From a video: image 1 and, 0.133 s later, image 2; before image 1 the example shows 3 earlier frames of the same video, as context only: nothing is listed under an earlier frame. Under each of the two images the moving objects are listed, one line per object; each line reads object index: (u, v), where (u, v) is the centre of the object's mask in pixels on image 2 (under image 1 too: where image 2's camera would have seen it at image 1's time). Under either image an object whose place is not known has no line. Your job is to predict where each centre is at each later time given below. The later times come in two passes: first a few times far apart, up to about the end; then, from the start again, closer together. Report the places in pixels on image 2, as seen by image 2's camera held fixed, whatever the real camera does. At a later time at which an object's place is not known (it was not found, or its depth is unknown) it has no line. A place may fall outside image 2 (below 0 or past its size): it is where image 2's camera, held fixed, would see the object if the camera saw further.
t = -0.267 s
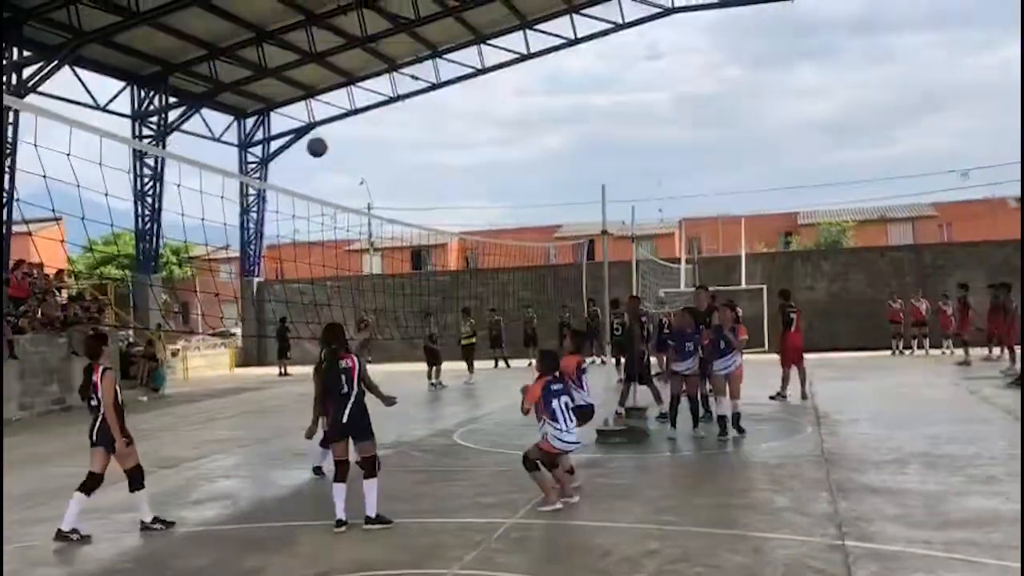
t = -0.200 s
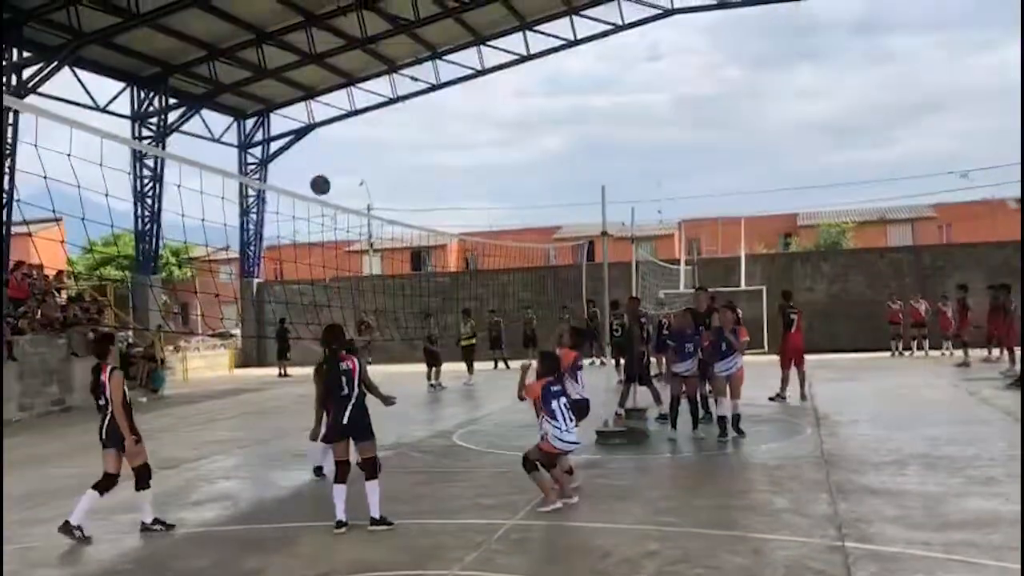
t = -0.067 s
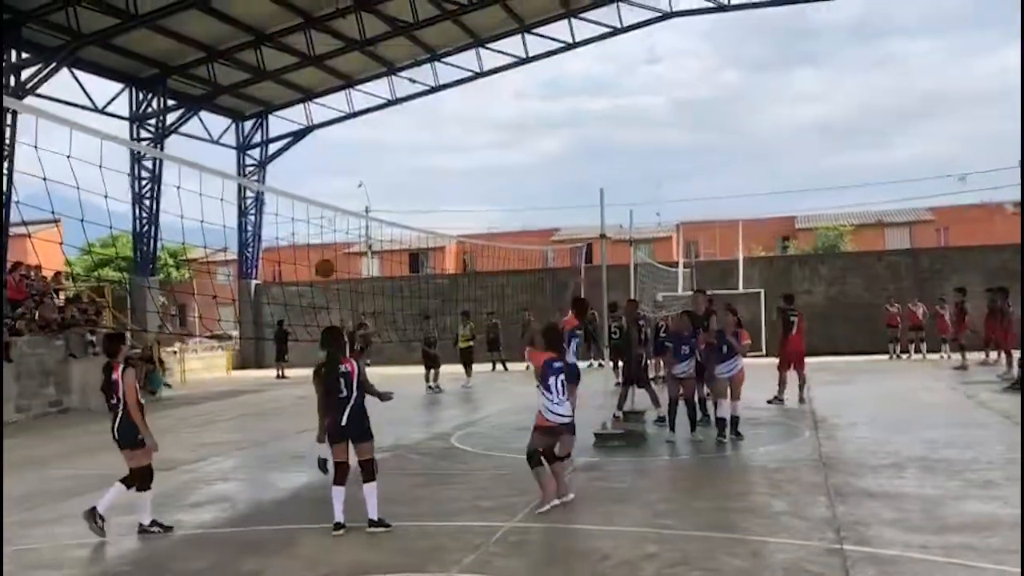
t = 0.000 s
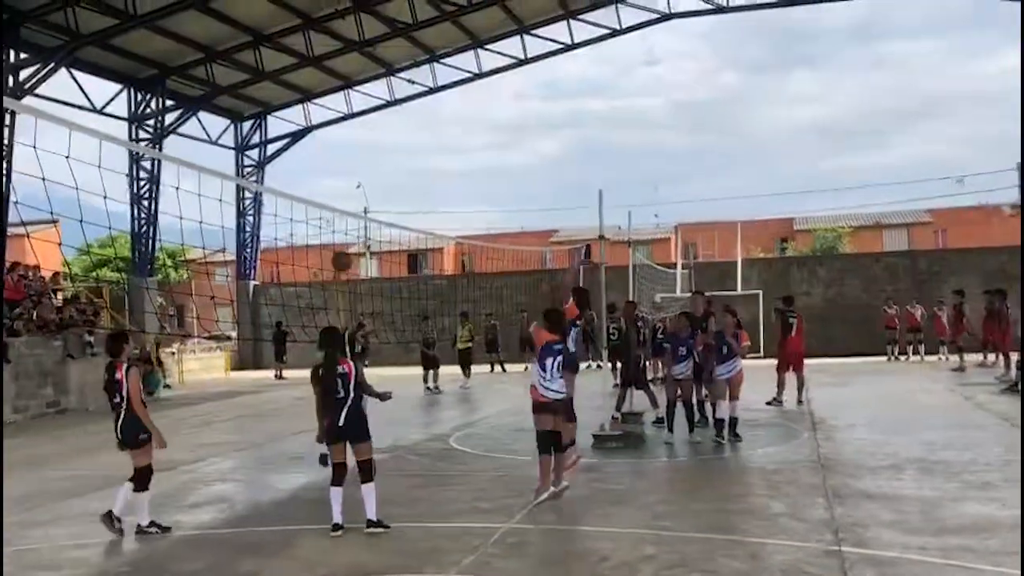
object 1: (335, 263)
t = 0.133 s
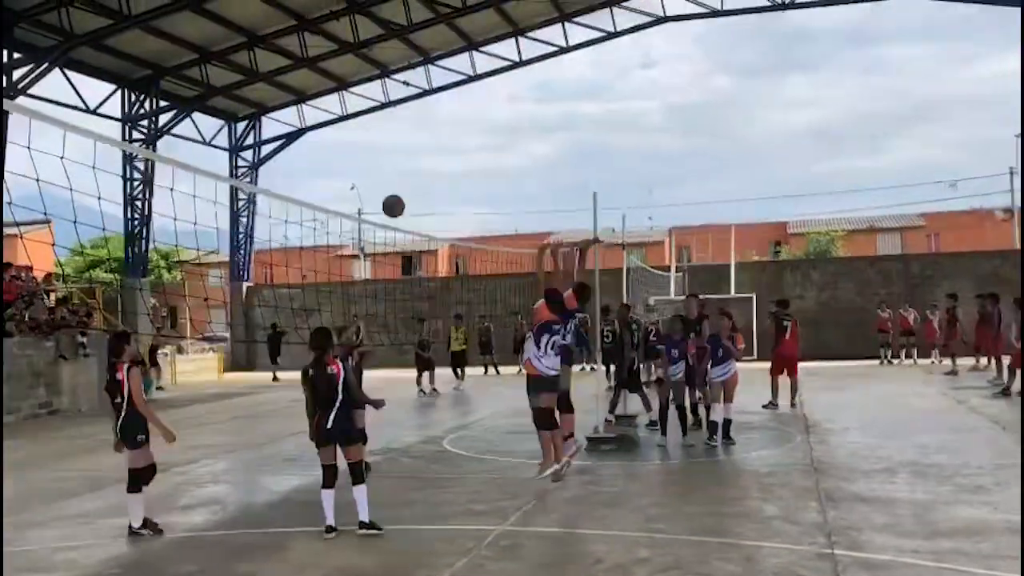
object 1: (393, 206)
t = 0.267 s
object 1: (464, 159)
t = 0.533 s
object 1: (665, 108)
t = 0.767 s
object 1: (963, 164)
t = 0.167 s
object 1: (409, 194)
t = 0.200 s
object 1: (426, 181)
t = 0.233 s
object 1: (445, 170)
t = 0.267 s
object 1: (464, 159)
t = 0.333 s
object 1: (505, 139)
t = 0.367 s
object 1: (527, 131)
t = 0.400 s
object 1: (551, 124)
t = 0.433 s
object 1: (577, 118)
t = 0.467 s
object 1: (605, 113)
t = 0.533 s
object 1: (665, 108)
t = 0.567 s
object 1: (699, 107)
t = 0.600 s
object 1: (735, 109)
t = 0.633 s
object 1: (774, 114)
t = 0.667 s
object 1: (816, 121)
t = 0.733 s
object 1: (910, 146)
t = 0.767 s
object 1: (963, 164)
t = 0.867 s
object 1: (1155, 246)
